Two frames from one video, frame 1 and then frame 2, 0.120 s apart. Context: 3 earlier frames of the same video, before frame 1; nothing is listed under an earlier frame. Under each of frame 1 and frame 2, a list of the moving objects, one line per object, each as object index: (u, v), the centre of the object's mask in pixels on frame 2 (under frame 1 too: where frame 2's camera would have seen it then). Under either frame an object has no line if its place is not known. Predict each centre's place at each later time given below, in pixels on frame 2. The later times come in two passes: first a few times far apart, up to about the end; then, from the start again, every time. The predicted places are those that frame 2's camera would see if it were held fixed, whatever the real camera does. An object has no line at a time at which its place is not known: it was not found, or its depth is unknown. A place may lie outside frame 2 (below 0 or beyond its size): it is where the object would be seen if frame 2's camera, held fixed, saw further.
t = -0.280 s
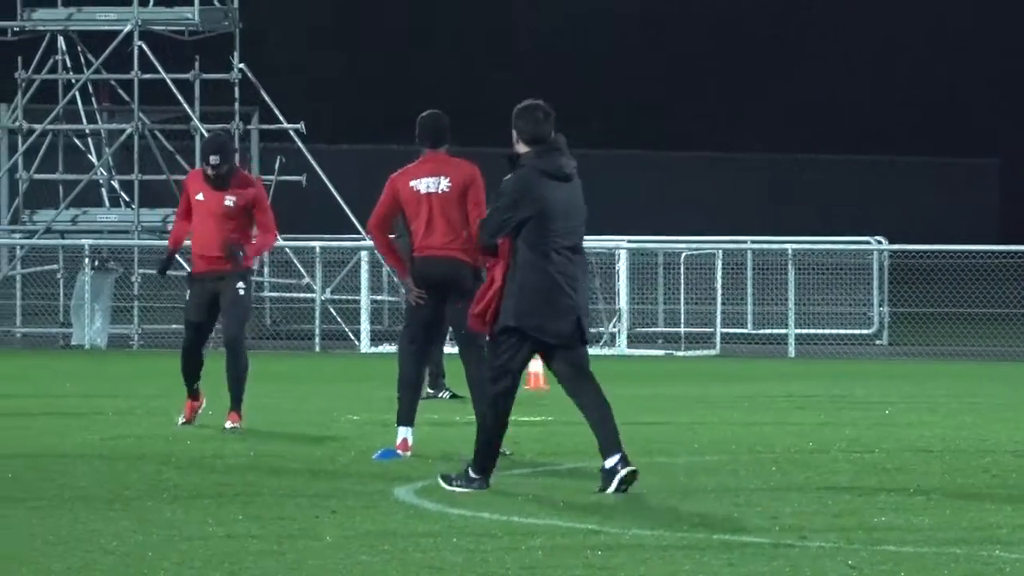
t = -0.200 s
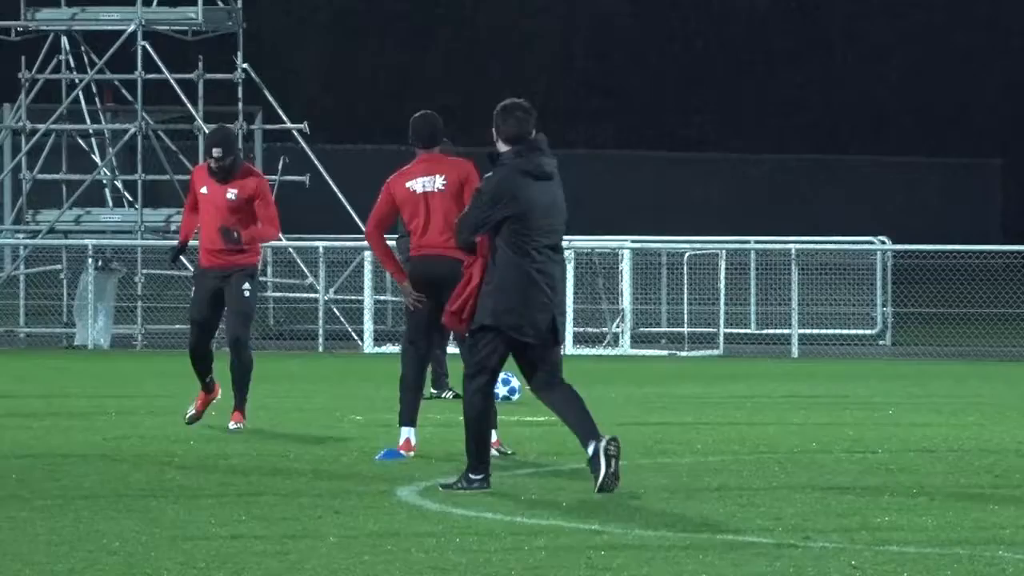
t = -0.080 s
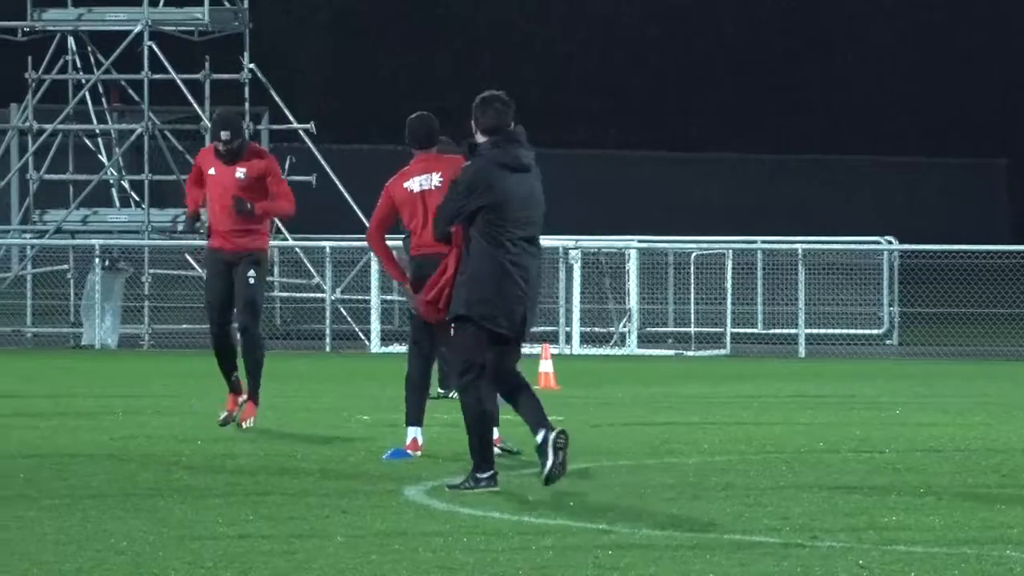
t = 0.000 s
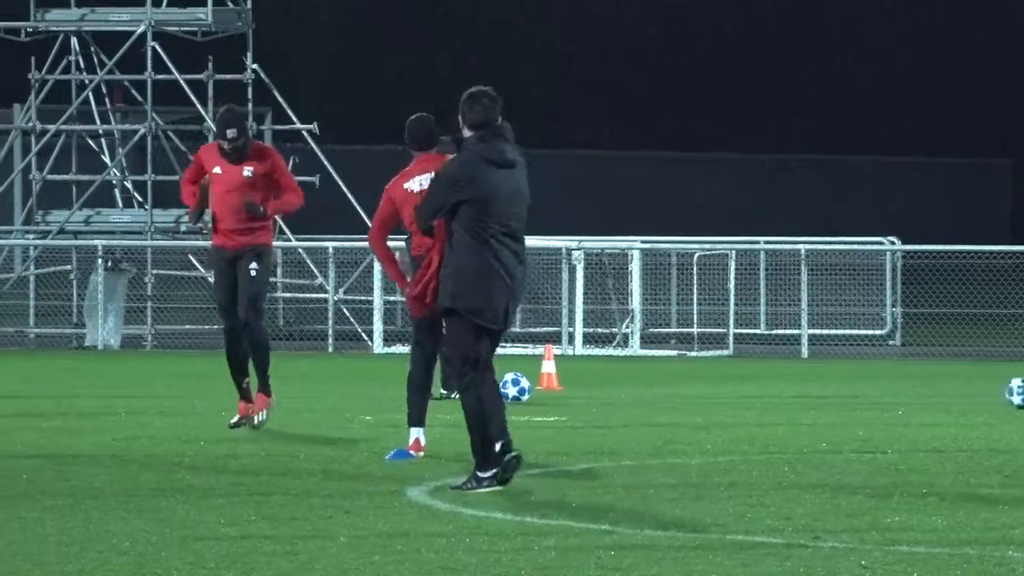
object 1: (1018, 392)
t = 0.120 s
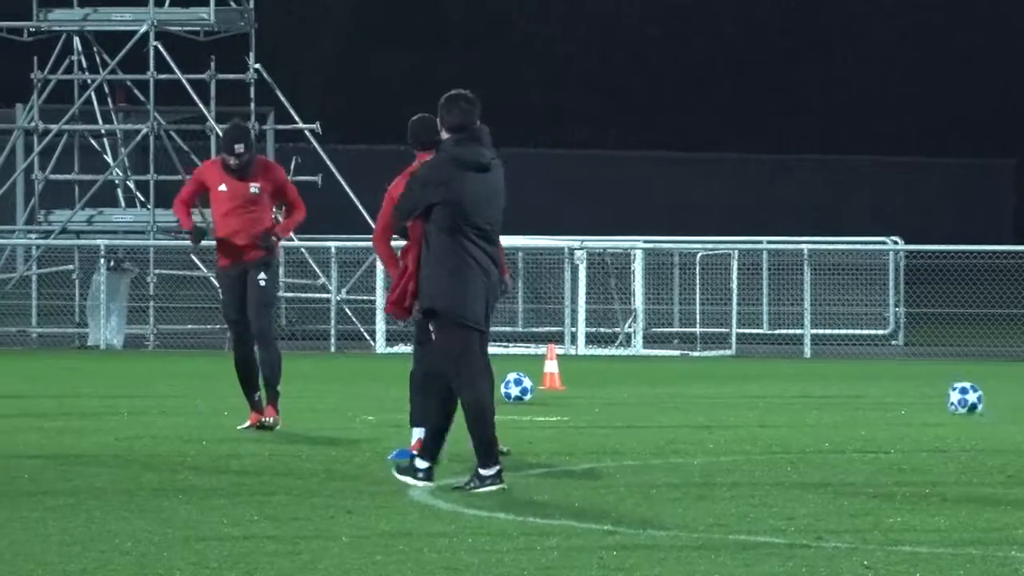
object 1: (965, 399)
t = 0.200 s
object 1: (927, 400)
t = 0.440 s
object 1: (826, 410)
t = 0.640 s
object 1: (759, 414)
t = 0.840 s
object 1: (704, 419)
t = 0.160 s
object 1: (946, 398)
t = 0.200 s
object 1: (927, 400)
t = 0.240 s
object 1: (908, 403)
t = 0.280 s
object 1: (891, 405)
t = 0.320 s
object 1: (874, 404)
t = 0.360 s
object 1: (858, 403)
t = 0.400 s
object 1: (842, 406)
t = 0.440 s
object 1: (826, 410)
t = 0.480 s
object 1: (812, 409)
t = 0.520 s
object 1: (799, 408)
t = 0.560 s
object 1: (785, 410)
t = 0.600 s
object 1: (772, 414)
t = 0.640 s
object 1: (759, 414)
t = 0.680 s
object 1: (748, 414)
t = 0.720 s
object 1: (736, 415)
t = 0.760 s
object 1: (725, 418)
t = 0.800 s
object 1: (715, 419)
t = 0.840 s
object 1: (704, 419)
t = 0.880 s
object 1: (694, 421)
